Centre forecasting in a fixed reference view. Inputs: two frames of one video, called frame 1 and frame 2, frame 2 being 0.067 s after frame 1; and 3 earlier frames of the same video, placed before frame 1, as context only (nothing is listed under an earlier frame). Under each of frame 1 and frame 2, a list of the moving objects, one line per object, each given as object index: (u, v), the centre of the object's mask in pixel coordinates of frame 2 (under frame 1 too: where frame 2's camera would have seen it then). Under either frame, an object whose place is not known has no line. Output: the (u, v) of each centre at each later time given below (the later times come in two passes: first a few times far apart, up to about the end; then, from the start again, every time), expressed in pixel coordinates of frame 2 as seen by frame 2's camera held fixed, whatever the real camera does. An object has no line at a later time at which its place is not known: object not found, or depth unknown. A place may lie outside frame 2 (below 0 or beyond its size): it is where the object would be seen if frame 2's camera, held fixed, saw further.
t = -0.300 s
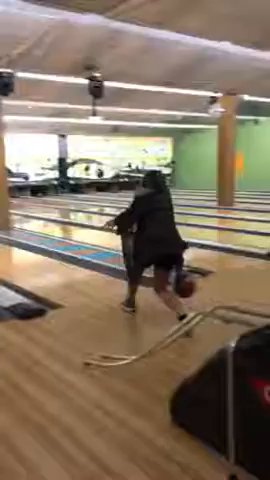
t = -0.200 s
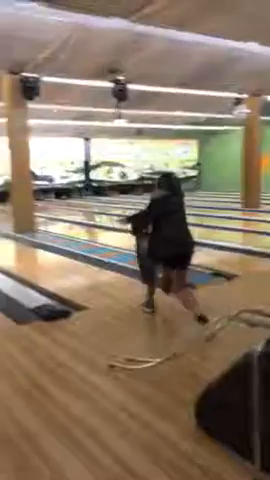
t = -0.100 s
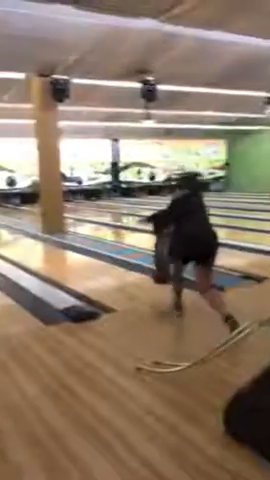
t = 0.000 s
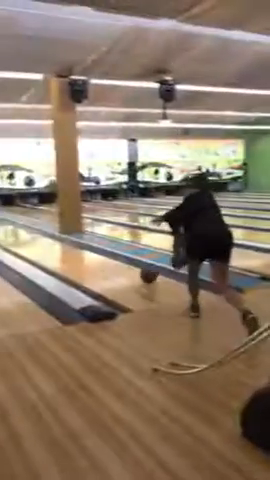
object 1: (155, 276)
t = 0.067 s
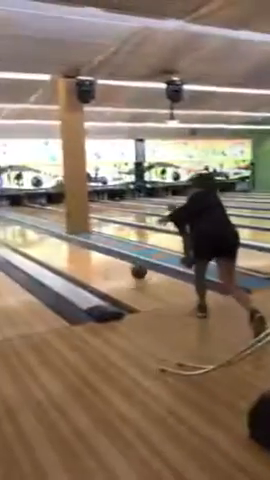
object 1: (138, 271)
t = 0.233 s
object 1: (104, 261)
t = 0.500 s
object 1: (65, 247)
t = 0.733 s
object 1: (40, 238)
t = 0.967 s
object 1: (22, 232)
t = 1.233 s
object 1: (4, 226)
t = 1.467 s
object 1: (-5, 224)
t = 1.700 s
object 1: (-17, 221)
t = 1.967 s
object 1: (-23, 219)
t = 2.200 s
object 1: (-21, 219)
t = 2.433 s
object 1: (-35, 213)
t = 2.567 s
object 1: (-38, 213)
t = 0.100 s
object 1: (131, 269)
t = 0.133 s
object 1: (123, 268)
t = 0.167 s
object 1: (117, 265)
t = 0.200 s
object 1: (110, 263)
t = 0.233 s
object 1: (104, 261)
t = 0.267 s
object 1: (98, 259)
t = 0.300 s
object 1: (92, 256)
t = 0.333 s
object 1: (87, 255)
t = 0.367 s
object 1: (82, 253)
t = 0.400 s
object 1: (77, 252)
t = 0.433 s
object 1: (73, 250)
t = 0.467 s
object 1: (69, 249)
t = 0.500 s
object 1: (65, 247)
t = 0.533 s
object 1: (60, 245)
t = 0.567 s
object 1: (57, 244)
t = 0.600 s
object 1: (53, 242)
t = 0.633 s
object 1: (49, 241)
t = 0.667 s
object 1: (46, 240)
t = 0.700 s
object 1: (43, 239)
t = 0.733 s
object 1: (40, 238)
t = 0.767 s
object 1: (37, 237)
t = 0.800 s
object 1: (34, 236)
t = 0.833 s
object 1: (31, 235)
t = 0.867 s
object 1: (28, 234)
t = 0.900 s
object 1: (25, 233)
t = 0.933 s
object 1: (23, 233)
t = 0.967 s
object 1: (22, 232)
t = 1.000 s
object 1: (18, 231)
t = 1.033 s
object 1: (16, 230)
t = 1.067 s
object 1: (14, 230)
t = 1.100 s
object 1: (12, 229)
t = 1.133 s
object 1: (10, 228)
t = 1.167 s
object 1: (8, 228)
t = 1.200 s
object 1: (6, 227)
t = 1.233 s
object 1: (4, 226)
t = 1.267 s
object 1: (3, 226)
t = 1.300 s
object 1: (1, 225)
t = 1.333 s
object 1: (0, 225)
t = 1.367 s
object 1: (-2, 225)
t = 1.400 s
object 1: (-4, 224)
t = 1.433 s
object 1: (-5, 224)
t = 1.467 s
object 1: (-5, 224)
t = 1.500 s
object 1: (-6, 224)
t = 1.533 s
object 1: (-7, 224)
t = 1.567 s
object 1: (-10, 223)
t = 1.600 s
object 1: (-12, 222)
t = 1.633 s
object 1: (-14, 222)
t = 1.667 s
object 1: (-14, 222)
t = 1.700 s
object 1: (-17, 221)
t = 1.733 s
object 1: (-18, 220)
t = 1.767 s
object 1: (-19, 220)
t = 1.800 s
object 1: (-19, 220)
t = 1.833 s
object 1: (-20, 220)
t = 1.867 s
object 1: (-20, 220)
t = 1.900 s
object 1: (-21, 219)
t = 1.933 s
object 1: (-21, 219)
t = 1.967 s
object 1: (-23, 219)
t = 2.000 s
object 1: (-22, 219)
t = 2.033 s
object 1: (-23, 219)
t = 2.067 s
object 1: (-22, 219)
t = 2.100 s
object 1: (-22, 219)
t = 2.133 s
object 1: (-22, 219)
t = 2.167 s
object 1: (-22, 219)
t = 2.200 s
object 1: (-21, 219)
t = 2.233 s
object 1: (-21, 219)
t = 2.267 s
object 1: (-21, 219)
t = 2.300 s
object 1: (-21, 219)
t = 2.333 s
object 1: (-21, 219)
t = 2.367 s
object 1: (-22, 219)
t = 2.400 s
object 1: (-22, 219)
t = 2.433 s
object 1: (-35, 213)
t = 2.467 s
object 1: (-35, 213)
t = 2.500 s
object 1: (-35, 213)
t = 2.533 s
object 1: (-38, 213)
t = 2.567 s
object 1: (-38, 213)
